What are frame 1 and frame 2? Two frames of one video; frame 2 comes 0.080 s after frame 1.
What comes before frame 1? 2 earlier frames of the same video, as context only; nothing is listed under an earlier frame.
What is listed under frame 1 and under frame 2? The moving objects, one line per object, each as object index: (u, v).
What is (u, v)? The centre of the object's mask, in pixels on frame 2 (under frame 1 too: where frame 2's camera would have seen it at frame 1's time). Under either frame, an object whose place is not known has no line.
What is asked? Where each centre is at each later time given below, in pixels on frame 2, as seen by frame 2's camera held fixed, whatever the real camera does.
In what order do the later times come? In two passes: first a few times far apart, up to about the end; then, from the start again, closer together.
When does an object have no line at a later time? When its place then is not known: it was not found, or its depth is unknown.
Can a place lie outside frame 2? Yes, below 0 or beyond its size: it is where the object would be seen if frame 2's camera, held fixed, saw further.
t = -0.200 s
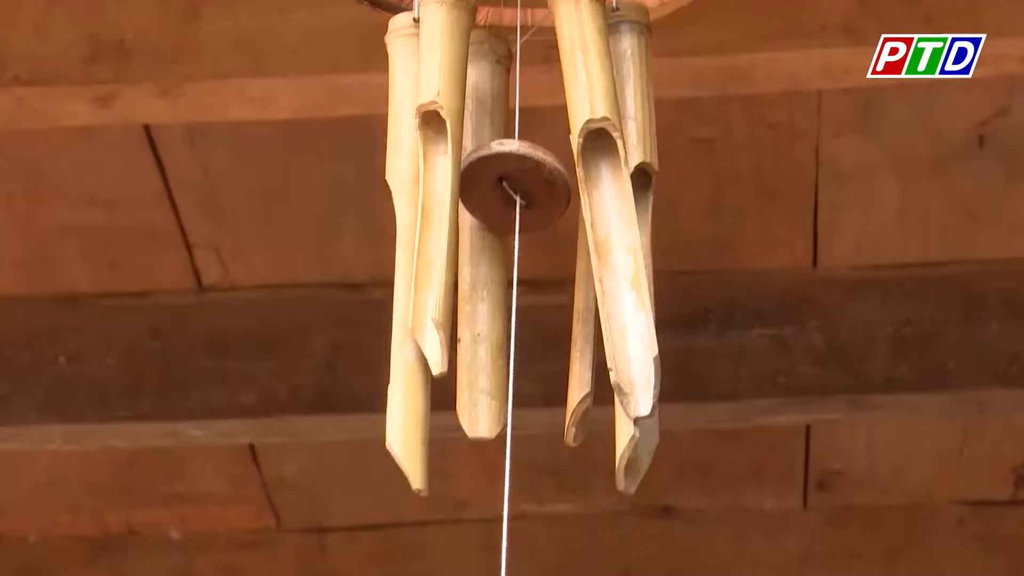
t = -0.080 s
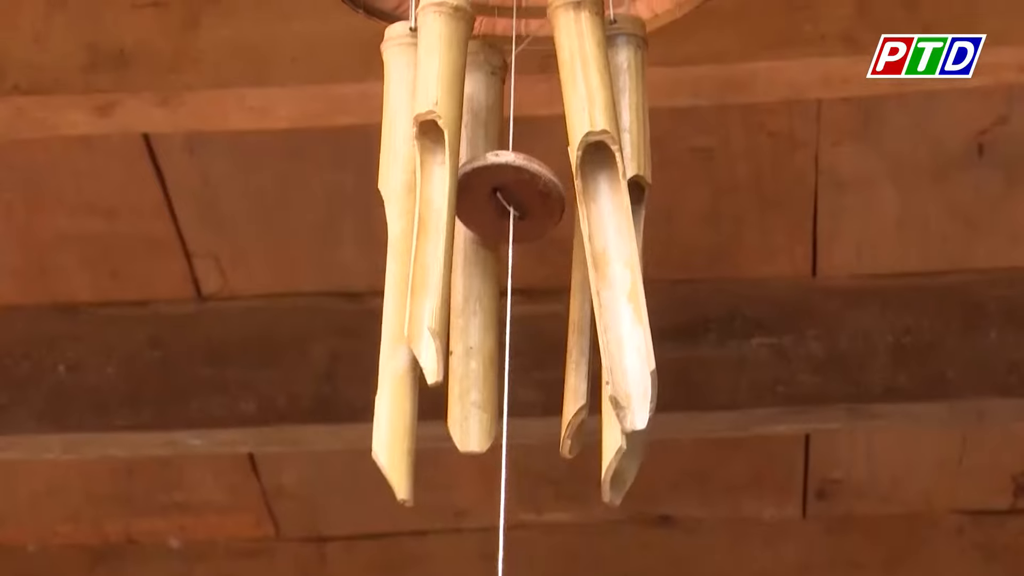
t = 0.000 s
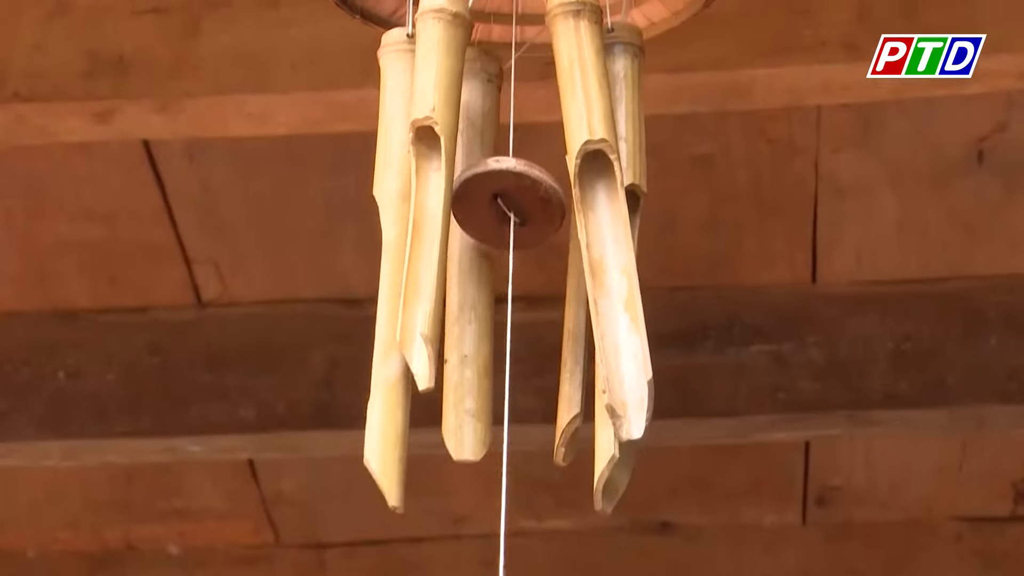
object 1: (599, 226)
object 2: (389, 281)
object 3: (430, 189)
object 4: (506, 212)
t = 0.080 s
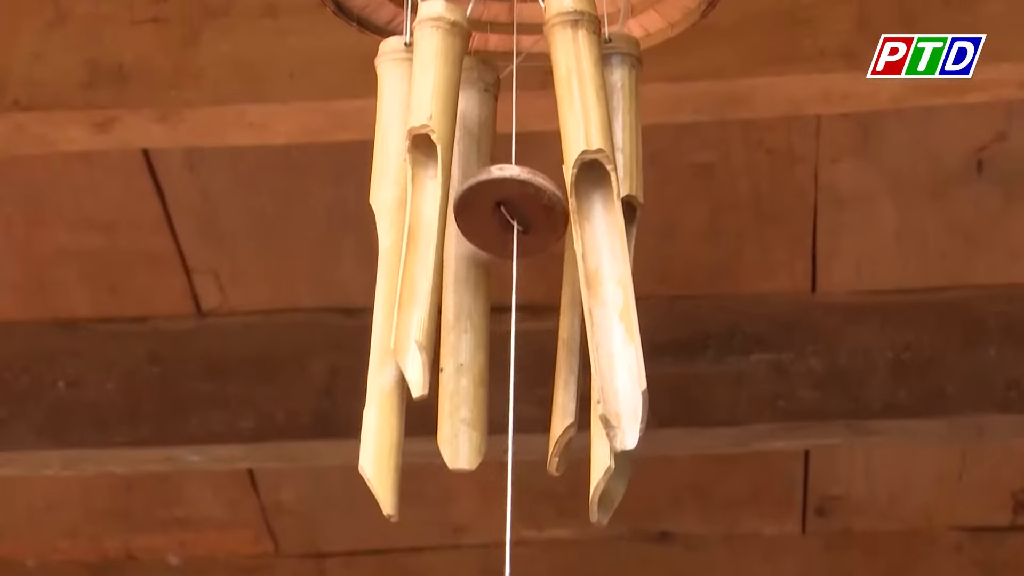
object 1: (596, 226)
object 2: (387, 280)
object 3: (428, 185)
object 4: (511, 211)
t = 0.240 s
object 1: (595, 220)
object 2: (390, 279)
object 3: (428, 183)
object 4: (517, 210)
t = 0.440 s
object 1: (606, 216)
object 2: (402, 273)
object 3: (440, 179)
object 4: (520, 208)
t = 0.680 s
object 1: (618, 211)
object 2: (409, 269)
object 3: (449, 176)
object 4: (529, 204)
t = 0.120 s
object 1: (595, 225)
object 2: (387, 280)
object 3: (427, 183)
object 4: (513, 210)
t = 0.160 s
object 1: (594, 221)
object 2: (387, 280)
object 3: (427, 184)
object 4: (514, 210)
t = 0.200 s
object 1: (594, 221)
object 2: (388, 280)
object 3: (427, 183)
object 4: (516, 210)
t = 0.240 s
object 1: (595, 220)
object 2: (390, 279)
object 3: (428, 183)
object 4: (517, 210)
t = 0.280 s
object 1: (597, 218)
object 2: (391, 277)
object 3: (429, 183)
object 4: (517, 210)
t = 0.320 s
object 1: (599, 216)
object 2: (393, 276)
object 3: (431, 182)
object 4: (518, 210)
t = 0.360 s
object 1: (600, 217)
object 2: (396, 275)
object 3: (433, 182)
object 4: (518, 209)
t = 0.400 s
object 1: (604, 215)
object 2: (399, 274)
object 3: (437, 180)
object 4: (519, 209)
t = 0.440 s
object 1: (606, 216)
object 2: (402, 273)
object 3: (440, 179)
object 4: (520, 208)
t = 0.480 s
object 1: (610, 213)
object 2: (405, 272)
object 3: (443, 179)
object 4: (522, 207)
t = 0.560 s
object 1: (616, 210)
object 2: (409, 269)
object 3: (448, 177)
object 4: (526, 205)
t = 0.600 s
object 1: (617, 211)
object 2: (409, 269)
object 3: (449, 176)
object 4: (527, 204)
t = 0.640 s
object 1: (618, 211)
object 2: (409, 269)
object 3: (449, 177)
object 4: (528, 204)
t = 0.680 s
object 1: (618, 211)
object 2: (409, 269)
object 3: (449, 176)
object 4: (529, 204)
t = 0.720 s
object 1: (618, 211)
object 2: (410, 268)
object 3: (448, 176)
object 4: (529, 204)
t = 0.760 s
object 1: (619, 210)
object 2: (410, 267)
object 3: (449, 176)
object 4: (529, 205)
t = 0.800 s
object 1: (618, 211)
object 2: (410, 265)
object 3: (448, 177)
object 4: (528, 206)
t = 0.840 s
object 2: (411, 264)
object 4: (528, 207)
